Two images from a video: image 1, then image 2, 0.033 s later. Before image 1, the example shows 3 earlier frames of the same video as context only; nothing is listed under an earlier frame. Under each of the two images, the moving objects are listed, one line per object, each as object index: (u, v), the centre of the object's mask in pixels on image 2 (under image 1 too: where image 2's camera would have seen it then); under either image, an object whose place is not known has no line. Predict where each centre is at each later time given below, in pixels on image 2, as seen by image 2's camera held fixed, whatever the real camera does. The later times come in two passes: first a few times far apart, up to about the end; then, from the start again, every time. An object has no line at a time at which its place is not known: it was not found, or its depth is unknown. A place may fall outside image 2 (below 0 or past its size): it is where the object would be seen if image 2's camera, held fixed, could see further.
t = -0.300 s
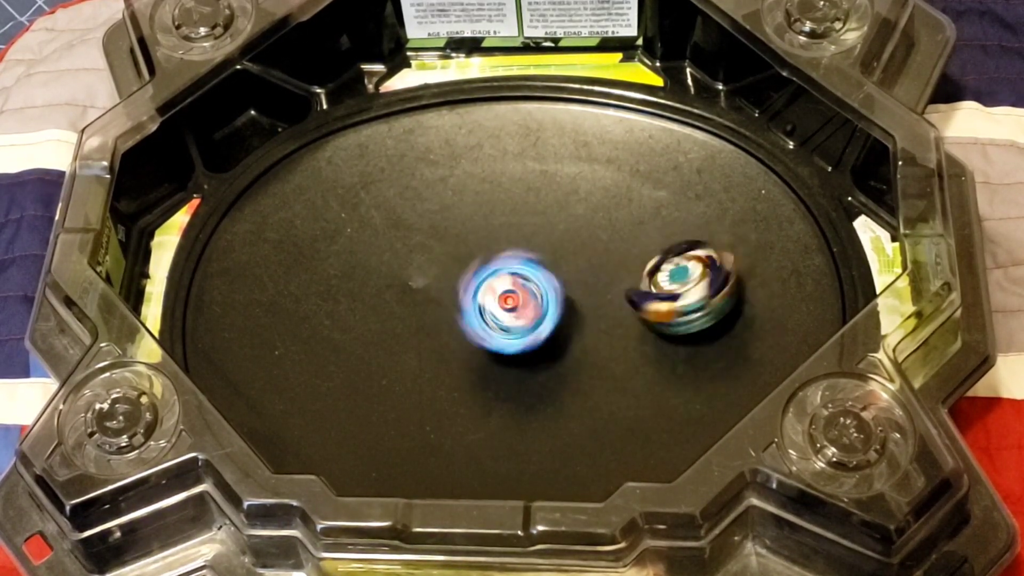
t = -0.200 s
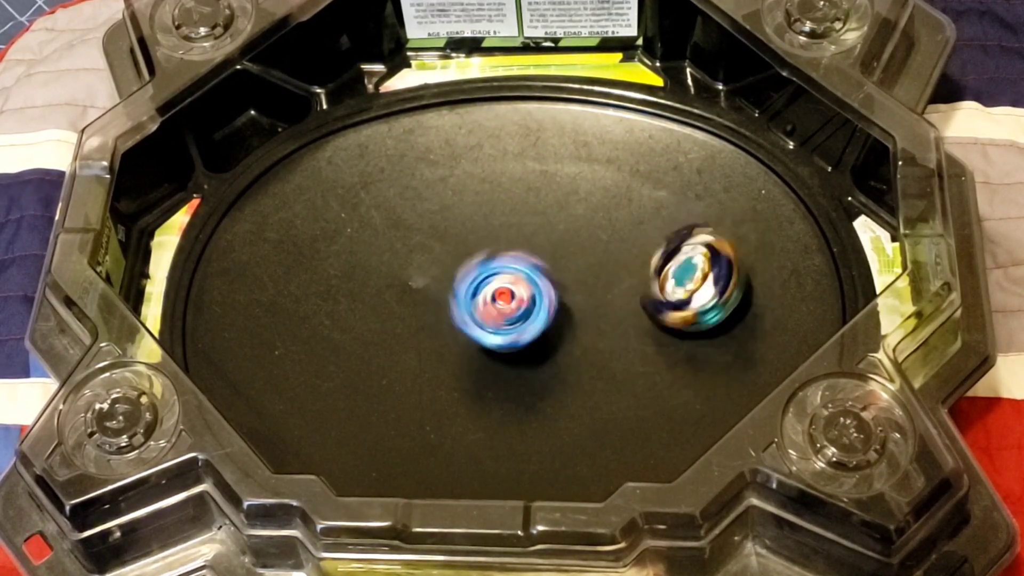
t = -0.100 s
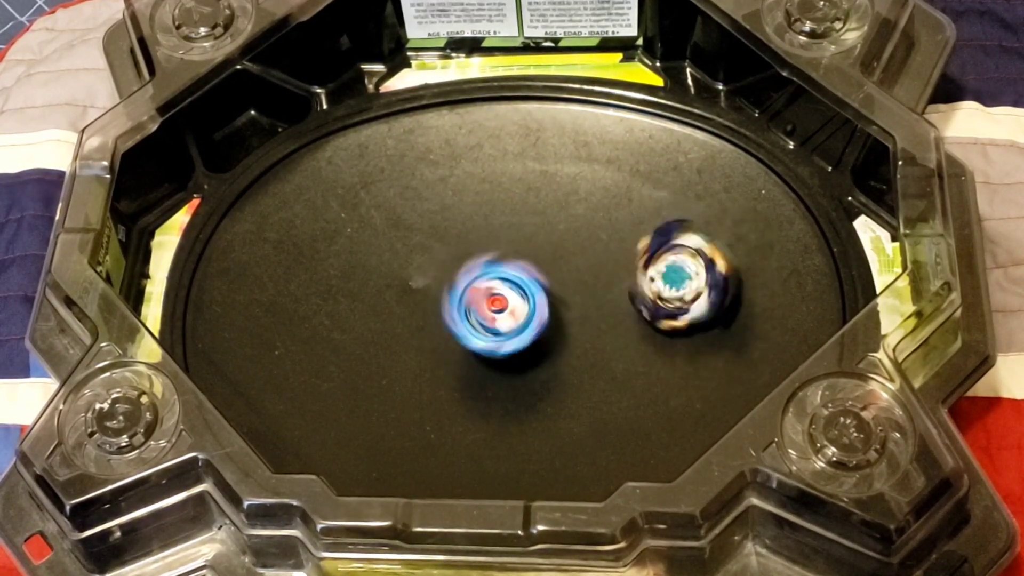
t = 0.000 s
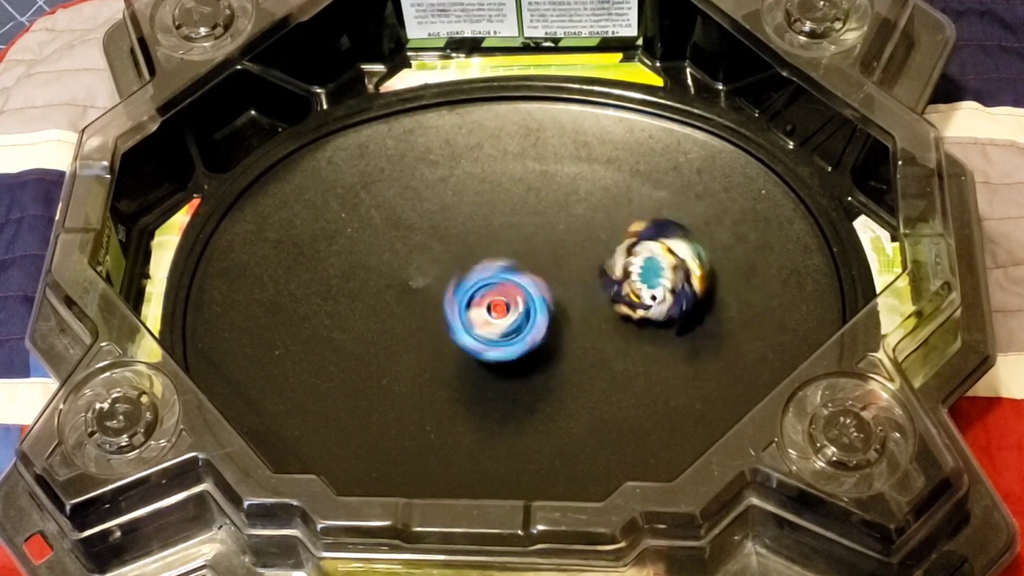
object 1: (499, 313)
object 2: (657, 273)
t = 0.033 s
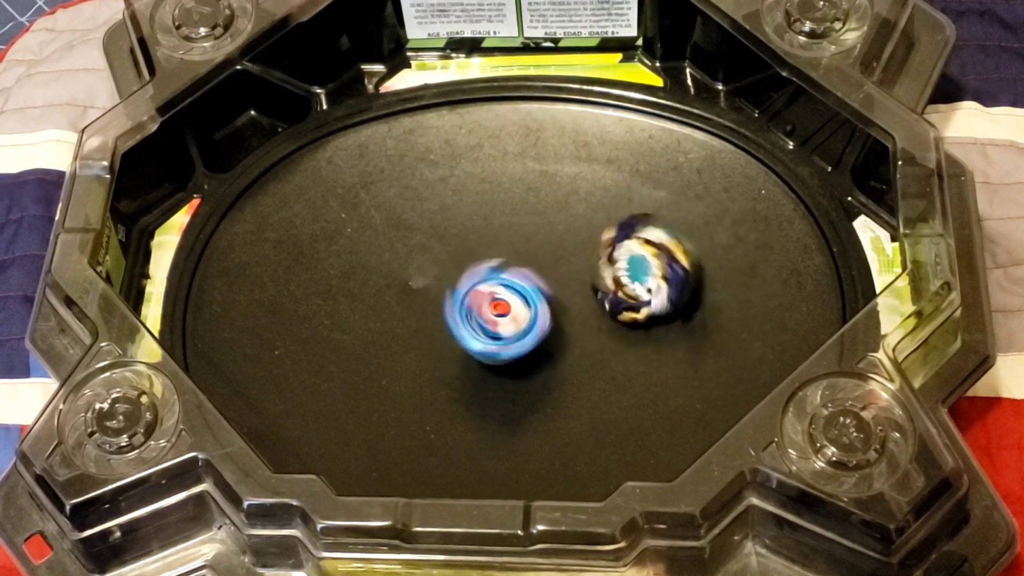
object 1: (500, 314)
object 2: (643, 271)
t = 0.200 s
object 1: (504, 318)
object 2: (595, 244)
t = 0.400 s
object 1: (516, 314)
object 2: (590, 250)
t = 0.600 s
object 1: (528, 306)
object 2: (608, 262)
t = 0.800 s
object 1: (522, 307)
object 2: (604, 260)
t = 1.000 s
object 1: (527, 307)
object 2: (593, 248)
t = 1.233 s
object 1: (535, 311)
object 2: (598, 253)
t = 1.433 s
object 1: (534, 316)
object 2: (598, 256)
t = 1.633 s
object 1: (537, 317)
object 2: (599, 257)
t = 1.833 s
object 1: (540, 315)
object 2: (600, 255)
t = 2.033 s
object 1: (539, 312)
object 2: (601, 257)
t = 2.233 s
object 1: (540, 314)
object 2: (599, 255)
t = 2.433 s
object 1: (533, 321)
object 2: (596, 257)
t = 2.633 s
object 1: (522, 330)
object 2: (592, 257)
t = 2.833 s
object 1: (508, 328)
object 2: (593, 258)
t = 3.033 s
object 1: (475, 342)
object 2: (594, 260)
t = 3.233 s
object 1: (474, 336)
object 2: (594, 259)
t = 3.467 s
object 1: (470, 342)
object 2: (592, 257)
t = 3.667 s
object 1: (470, 342)
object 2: (593, 258)
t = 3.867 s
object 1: (470, 342)
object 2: (594, 259)
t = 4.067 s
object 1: (471, 342)
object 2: (593, 258)
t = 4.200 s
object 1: (471, 342)
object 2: (592, 257)
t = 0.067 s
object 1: (499, 313)
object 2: (630, 268)
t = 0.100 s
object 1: (500, 314)
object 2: (618, 261)
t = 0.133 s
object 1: (501, 315)
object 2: (609, 255)
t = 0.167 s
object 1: (502, 317)
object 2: (600, 248)
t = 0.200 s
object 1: (504, 318)
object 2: (595, 244)
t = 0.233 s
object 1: (506, 319)
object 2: (590, 240)
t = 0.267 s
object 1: (510, 319)
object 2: (589, 239)
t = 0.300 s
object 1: (513, 317)
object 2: (588, 240)
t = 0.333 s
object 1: (514, 316)
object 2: (588, 242)
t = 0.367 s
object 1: (515, 315)
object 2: (588, 246)
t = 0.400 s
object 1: (516, 314)
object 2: (590, 250)
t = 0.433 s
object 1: (518, 311)
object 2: (594, 254)
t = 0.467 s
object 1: (520, 309)
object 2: (598, 256)
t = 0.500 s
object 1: (523, 307)
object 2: (603, 259)
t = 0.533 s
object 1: (525, 308)
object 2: (604, 258)
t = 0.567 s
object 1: (526, 307)
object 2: (606, 260)
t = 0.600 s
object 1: (528, 306)
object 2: (608, 262)
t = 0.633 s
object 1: (528, 305)
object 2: (610, 263)
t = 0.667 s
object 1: (527, 304)
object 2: (611, 263)
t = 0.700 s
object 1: (524, 303)
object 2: (609, 263)
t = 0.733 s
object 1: (522, 304)
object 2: (607, 263)
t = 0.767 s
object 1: (522, 306)
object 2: (605, 261)
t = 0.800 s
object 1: (522, 307)
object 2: (604, 260)
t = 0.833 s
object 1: (523, 308)
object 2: (602, 259)
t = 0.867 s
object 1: (525, 308)
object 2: (600, 257)
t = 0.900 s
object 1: (528, 308)
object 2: (598, 254)
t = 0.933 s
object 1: (529, 307)
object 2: (597, 252)
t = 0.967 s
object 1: (529, 306)
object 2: (595, 251)
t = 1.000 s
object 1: (527, 307)
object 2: (593, 248)
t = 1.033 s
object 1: (525, 308)
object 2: (592, 247)
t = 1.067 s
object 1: (525, 310)
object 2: (592, 247)
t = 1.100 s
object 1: (526, 311)
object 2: (593, 248)
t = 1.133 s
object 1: (528, 312)
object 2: (593, 249)
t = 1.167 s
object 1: (531, 313)
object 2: (594, 251)
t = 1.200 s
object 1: (533, 312)
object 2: (596, 253)
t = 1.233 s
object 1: (535, 311)
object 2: (598, 253)
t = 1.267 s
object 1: (534, 309)
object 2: (600, 254)
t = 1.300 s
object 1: (533, 308)
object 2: (601, 255)
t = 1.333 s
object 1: (532, 310)
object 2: (600, 255)
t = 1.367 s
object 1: (531, 312)
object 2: (599, 256)
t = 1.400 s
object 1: (532, 314)
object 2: (598, 256)
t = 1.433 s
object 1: (534, 316)
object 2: (598, 256)
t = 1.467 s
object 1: (536, 317)
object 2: (598, 256)
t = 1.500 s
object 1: (538, 317)
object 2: (599, 256)
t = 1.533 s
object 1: (539, 317)
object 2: (599, 256)
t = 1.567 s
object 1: (539, 317)
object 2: (599, 256)
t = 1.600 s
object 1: (538, 317)
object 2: (598, 256)
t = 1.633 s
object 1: (537, 317)
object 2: (599, 257)
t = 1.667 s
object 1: (535, 317)
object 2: (598, 257)
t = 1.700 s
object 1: (533, 317)
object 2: (598, 257)
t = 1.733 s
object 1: (532, 318)
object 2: (598, 257)
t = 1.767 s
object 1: (534, 318)
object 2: (598, 257)
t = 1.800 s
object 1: (539, 316)
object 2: (599, 255)
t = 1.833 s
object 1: (540, 315)
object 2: (600, 255)
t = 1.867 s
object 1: (539, 314)
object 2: (600, 256)
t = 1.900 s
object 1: (538, 314)
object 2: (600, 257)
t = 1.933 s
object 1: (538, 314)
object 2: (600, 258)
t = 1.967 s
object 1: (538, 313)
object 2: (600, 258)
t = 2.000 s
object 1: (539, 312)
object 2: (601, 258)
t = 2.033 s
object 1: (539, 312)
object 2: (601, 257)
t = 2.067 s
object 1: (539, 312)
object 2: (602, 257)
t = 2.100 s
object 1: (540, 311)
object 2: (602, 257)
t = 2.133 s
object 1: (540, 311)
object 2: (602, 257)
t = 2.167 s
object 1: (539, 312)
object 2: (601, 257)
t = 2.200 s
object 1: (538, 313)
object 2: (600, 257)
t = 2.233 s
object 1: (540, 314)
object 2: (599, 255)
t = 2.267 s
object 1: (542, 315)
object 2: (600, 254)
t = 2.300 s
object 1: (541, 317)
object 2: (600, 255)
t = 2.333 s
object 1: (540, 318)
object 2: (599, 256)
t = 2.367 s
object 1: (539, 318)
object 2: (597, 256)
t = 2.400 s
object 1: (536, 320)
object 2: (597, 256)
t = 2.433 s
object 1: (533, 321)
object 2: (596, 257)
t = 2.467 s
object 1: (530, 322)
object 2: (595, 257)
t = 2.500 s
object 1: (528, 323)
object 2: (595, 256)
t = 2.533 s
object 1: (526, 325)
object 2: (593, 257)
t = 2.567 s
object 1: (523, 327)
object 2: (593, 257)
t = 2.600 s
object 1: (522, 329)
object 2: (593, 257)
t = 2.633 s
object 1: (522, 330)
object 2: (592, 257)
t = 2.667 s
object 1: (521, 331)
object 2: (591, 257)
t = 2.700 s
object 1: (519, 331)
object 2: (591, 257)
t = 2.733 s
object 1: (517, 331)
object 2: (592, 257)
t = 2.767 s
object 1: (516, 330)
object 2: (592, 257)
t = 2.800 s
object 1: (512, 329)
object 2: (592, 257)
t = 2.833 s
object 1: (508, 328)
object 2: (593, 258)
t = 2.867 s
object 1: (503, 326)
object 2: (593, 258)
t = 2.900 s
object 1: (497, 327)
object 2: (593, 259)
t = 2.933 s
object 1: (492, 327)
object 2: (594, 259)
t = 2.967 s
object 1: (484, 332)
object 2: (594, 259)
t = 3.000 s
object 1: (478, 341)
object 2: (594, 260)
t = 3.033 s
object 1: (475, 342)
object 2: (594, 260)
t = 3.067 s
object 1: (474, 341)
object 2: (595, 260)
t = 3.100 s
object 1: (475, 339)
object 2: (595, 260)
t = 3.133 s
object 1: (474, 335)
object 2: (595, 260)
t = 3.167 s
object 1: (474, 333)
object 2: (594, 260)
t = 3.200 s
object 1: (474, 333)
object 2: (594, 259)
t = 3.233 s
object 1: (474, 336)
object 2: (594, 259)
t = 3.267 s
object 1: (472, 339)
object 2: (594, 259)
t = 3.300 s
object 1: (470, 341)
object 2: (593, 258)
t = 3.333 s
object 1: (469, 341)
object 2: (593, 258)
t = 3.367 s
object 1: (469, 341)
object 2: (593, 257)
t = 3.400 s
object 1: (470, 342)
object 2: (592, 257)
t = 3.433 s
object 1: (471, 342)
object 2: (592, 257)
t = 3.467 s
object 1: (470, 342)
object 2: (592, 257)
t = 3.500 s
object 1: (469, 341)
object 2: (592, 257)
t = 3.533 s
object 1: (469, 341)
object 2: (592, 257)
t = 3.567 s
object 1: (470, 341)
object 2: (592, 257)
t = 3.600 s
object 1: (470, 342)
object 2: (592, 258)
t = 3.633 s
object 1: (470, 342)
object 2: (593, 258)
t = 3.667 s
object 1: (470, 342)
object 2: (593, 258)
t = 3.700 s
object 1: (470, 342)
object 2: (593, 258)
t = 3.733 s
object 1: (470, 341)
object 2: (593, 259)
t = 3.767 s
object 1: (470, 342)
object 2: (594, 259)
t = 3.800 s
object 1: (470, 342)
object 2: (594, 259)
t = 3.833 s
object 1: (470, 342)
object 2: (594, 259)
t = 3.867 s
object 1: (470, 342)
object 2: (594, 259)
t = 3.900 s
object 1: (471, 342)
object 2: (594, 259)
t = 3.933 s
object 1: (471, 342)
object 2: (594, 259)
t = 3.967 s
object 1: (470, 342)
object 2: (594, 259)
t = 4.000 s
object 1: (470, 342)
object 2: (593, 259)
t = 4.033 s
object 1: (470, 342)
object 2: (593, 259)
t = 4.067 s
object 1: (471, 342)
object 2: (593, 258)
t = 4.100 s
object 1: (470, 342)
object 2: (592, 258)
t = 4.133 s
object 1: (471, 342)
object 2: (592, 258)
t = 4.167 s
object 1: (471, 342)
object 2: (592, 258)
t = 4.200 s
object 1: (471, 342)
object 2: (592, 257)
